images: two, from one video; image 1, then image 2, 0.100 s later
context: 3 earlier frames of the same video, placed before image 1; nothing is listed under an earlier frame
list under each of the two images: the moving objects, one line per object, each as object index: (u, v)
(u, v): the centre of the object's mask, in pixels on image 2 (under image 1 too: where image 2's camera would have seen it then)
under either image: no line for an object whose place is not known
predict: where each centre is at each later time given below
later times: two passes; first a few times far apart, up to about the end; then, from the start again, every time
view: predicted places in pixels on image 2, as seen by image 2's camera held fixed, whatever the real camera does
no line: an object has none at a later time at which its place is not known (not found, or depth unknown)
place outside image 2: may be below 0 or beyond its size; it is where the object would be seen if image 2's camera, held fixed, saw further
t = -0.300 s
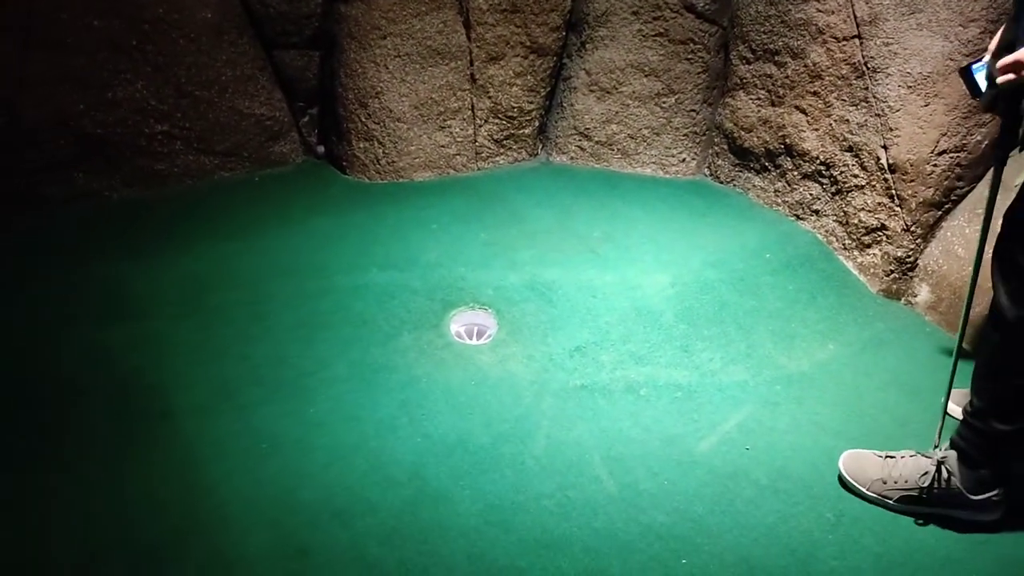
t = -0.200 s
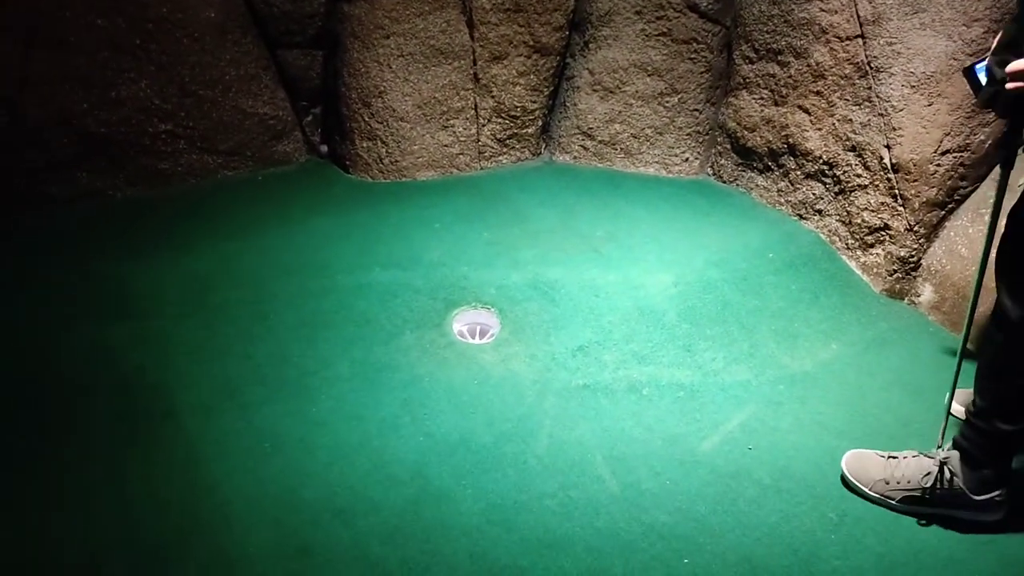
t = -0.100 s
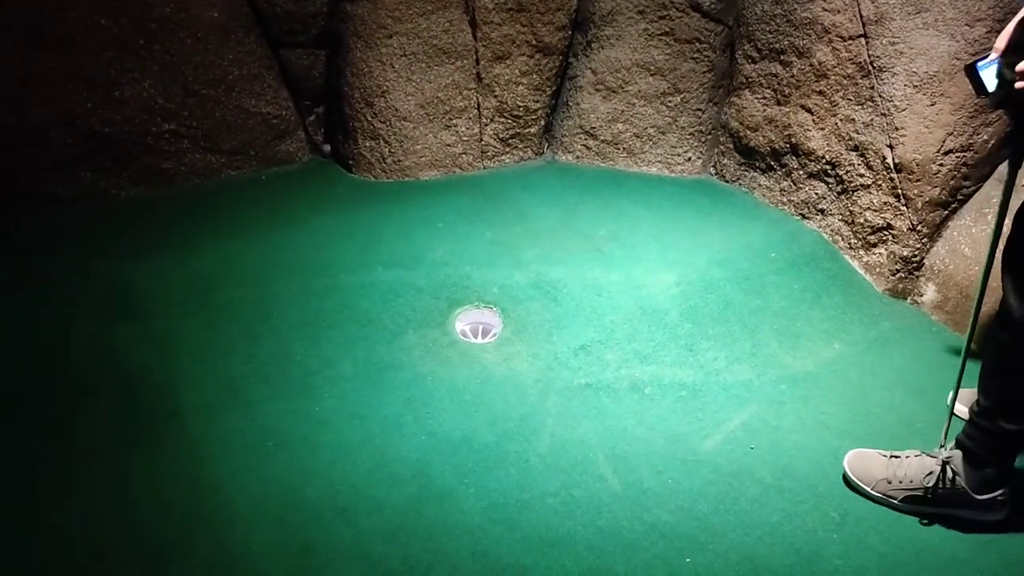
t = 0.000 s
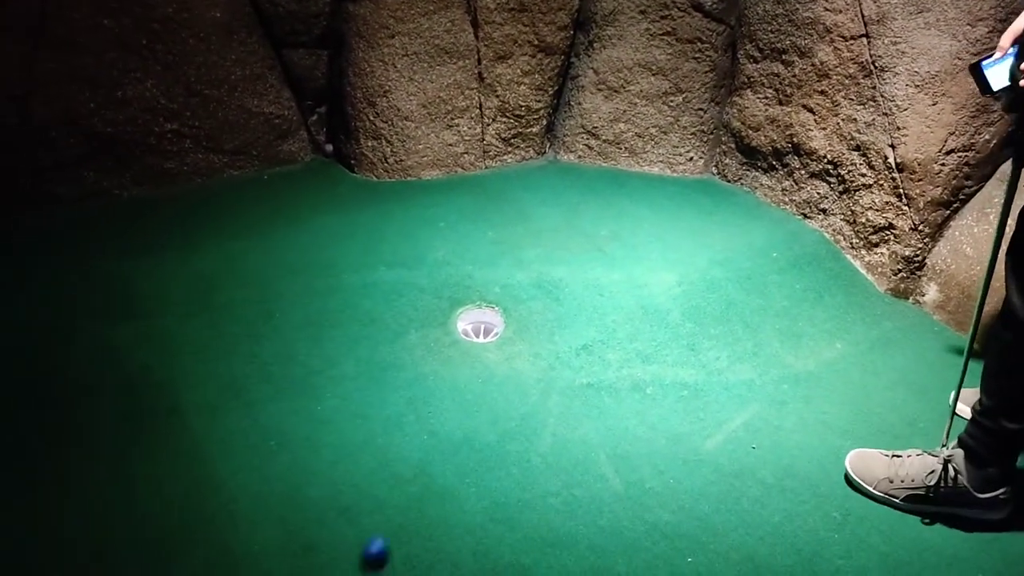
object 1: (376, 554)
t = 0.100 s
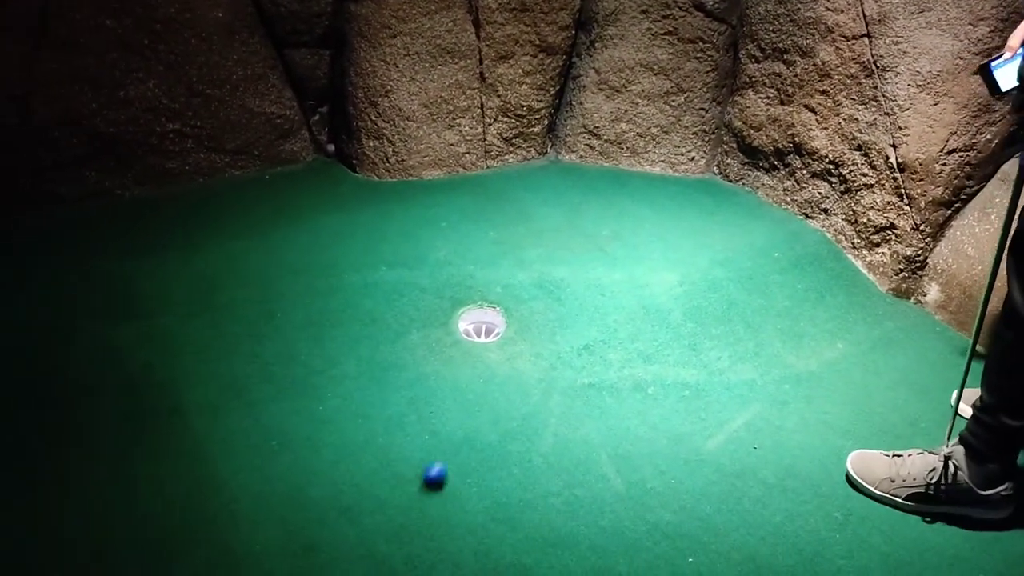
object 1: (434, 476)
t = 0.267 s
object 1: (509, 379)
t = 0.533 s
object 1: (592, 259)
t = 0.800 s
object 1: (655, 203)
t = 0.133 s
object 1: (451, 455)
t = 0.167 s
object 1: (467, 434)
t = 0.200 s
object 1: (482, 414)
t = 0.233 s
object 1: (496, 396)
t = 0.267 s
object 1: (509, 379)
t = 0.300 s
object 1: (521, 361)
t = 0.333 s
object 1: (533, 343)
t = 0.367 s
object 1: (544, 326)
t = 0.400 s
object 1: (554, 309)
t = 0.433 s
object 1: (564, 295)
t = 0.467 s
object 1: (574, 281)
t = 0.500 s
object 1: (583, 269)
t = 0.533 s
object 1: (592, 259)
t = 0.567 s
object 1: (601, 251)
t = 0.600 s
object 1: (609, 243)
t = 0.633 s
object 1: (617, 235)
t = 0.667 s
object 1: (625, 228)
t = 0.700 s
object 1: (633, 221)
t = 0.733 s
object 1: (640, 215)
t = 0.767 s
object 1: (647, 209)
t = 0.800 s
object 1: (655, 203)
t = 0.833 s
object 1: (661, 197)
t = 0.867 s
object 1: (668, 192)
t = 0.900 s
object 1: (674, 187)
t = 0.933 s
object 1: (680, 181)
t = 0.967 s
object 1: (686, 177)
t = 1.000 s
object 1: (693, 173)
